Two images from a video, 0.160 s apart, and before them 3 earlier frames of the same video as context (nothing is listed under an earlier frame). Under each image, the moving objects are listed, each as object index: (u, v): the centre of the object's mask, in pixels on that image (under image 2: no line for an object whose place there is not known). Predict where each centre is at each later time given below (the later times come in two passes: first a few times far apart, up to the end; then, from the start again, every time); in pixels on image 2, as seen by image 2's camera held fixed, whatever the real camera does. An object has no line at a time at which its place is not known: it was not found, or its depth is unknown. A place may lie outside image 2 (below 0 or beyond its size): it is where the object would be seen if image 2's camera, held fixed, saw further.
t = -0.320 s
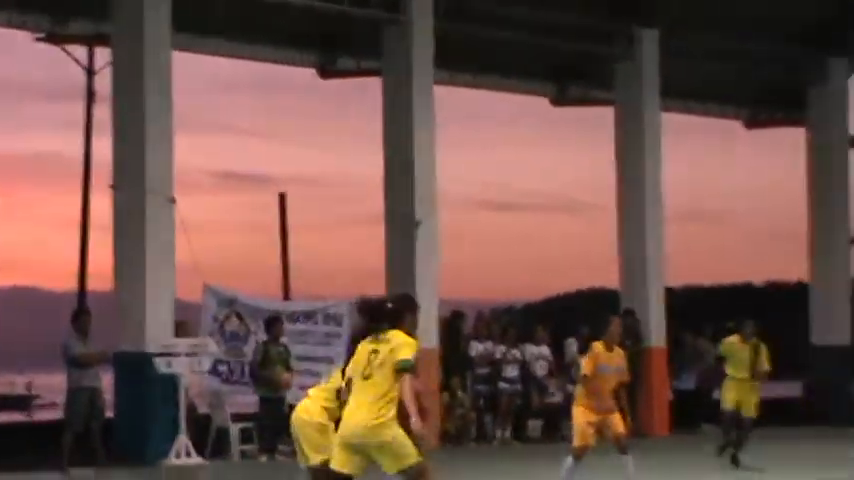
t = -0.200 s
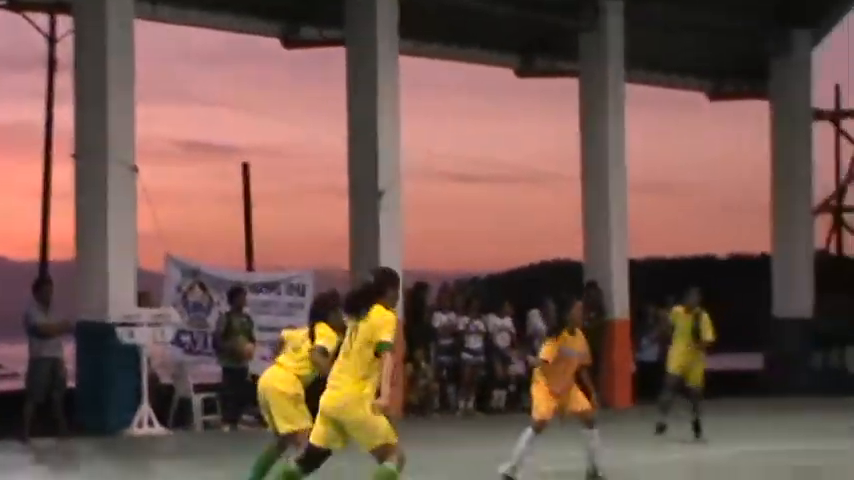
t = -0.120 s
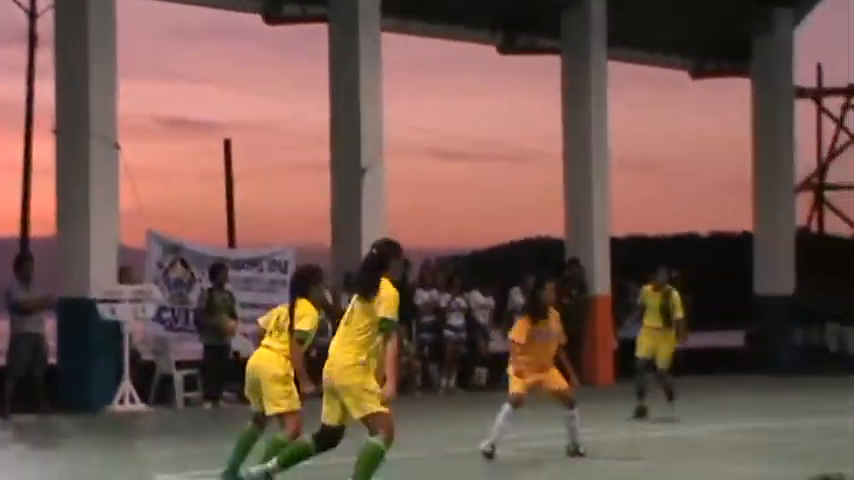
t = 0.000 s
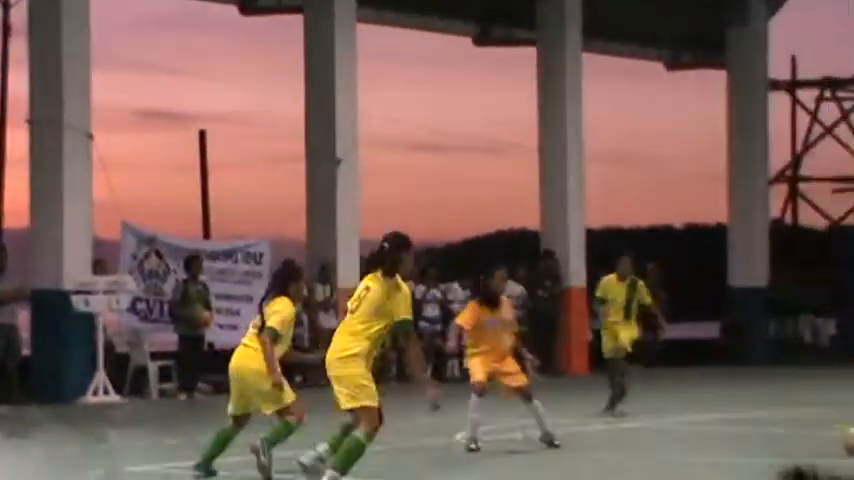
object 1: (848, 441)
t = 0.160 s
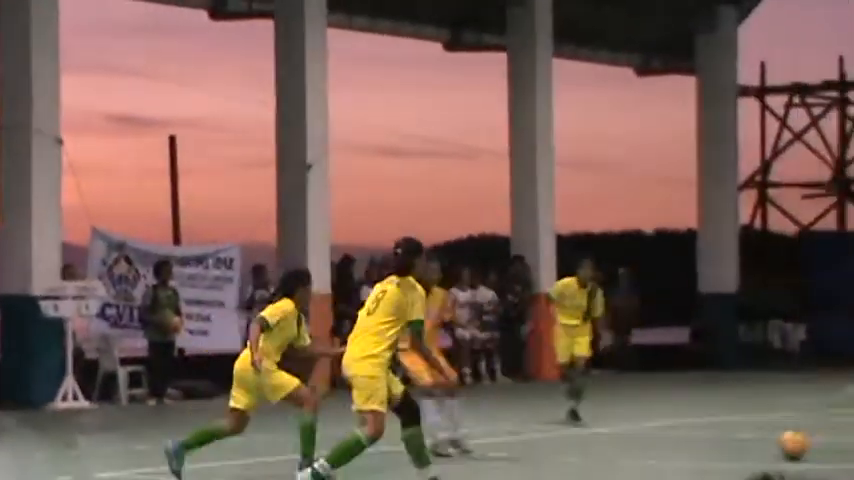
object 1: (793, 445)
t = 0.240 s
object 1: (778, 443)
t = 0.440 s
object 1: (736, 444)
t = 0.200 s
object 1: (785, 444)
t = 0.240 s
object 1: (778, 443)
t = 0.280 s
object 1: (769, 444)
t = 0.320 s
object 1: (760, 444)
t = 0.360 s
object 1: (753, 443)
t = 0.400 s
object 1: (744, 443)
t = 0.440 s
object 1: (736, 444)
